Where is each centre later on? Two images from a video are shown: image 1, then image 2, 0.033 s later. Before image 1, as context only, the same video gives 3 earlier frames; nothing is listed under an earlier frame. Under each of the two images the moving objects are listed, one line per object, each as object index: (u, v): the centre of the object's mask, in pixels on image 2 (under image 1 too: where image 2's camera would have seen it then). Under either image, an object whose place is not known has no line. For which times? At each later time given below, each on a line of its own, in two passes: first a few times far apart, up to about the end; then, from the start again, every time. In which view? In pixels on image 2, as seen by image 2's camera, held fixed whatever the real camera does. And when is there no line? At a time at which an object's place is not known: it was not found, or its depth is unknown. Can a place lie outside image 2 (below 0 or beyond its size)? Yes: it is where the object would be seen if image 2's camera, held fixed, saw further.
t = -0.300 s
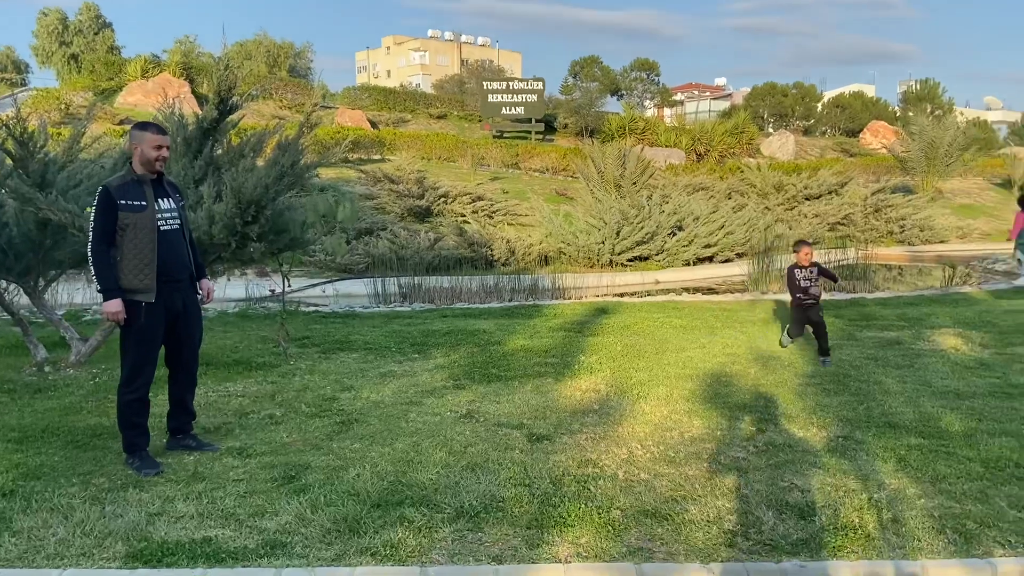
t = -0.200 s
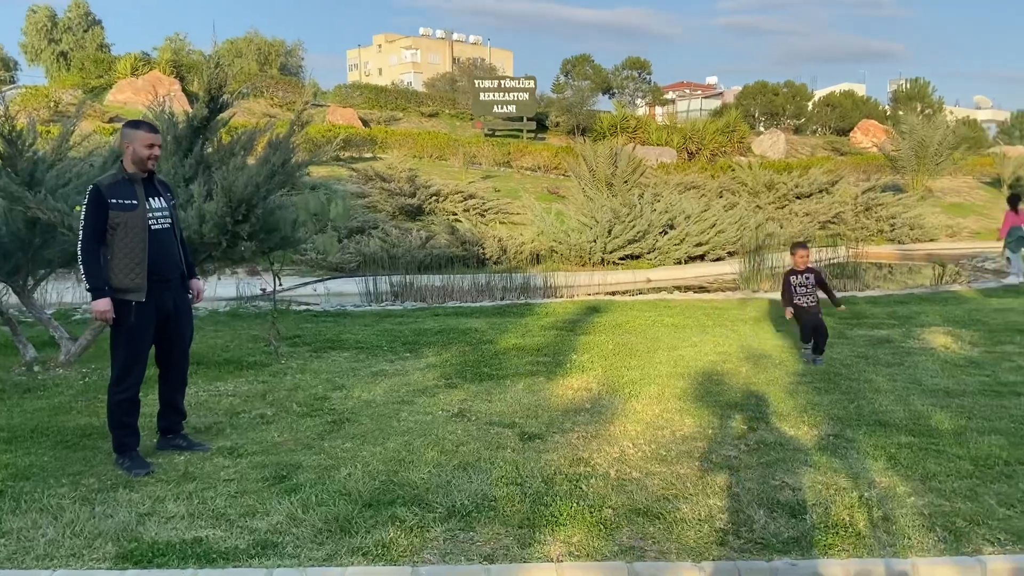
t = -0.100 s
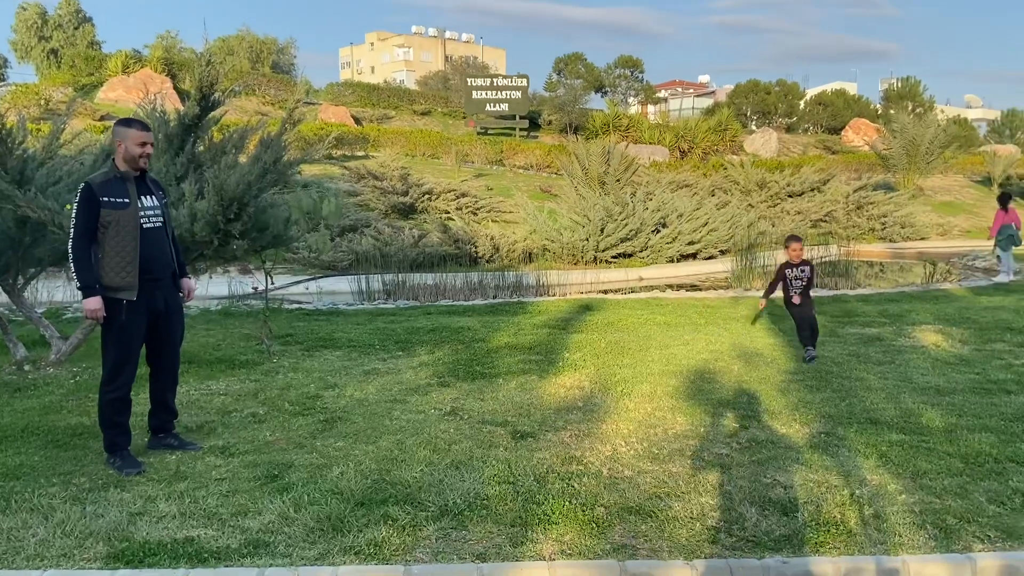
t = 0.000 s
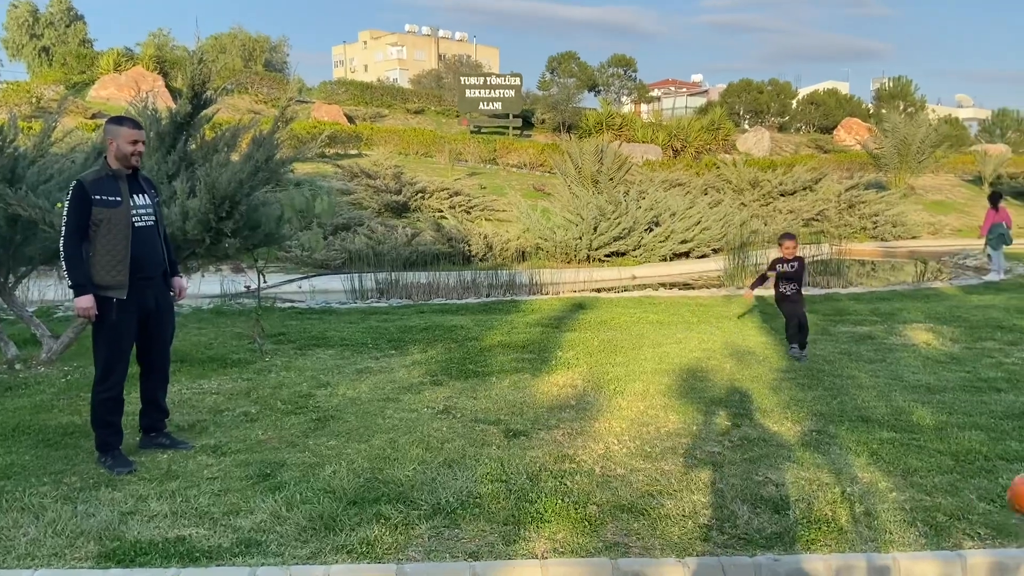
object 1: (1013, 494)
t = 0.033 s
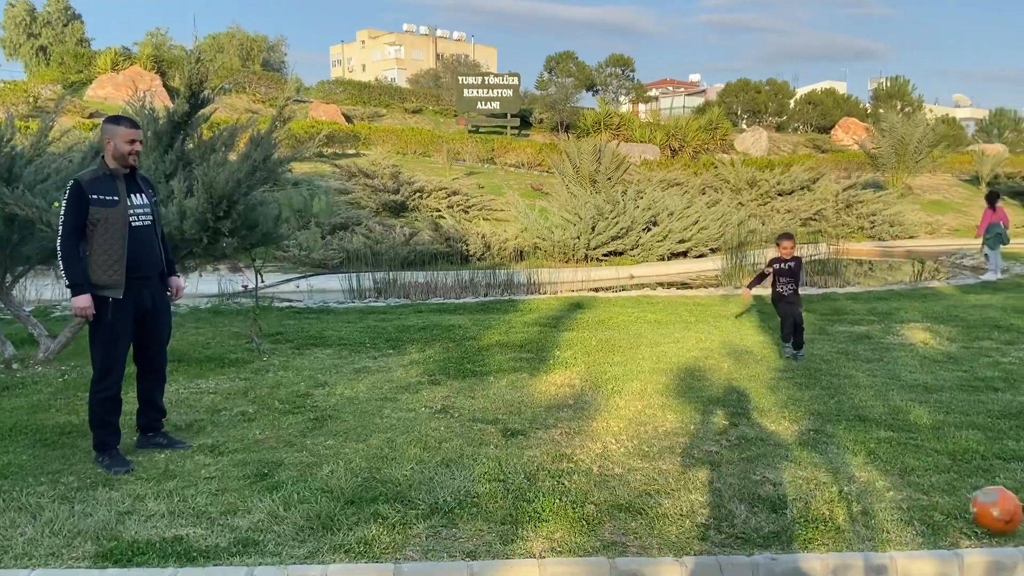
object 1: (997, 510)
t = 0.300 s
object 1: (765, 520)
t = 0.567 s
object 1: (560, 515)
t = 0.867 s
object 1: (356, 523)
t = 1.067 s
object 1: (230, 526)
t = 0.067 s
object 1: (963, 524)
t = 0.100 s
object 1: (934, 519)
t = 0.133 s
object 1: (906, 512)
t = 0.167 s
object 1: (877, 508)
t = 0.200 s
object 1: (848, 507)
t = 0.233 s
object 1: (820, 510)
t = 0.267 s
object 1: (793, 514)
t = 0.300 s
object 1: (765, 520)
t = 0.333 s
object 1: (737, 524)
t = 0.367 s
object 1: (710, 519)
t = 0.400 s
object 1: (685, 517)
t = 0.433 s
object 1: (660, 516)
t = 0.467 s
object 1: (633, 517)
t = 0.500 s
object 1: (607, 521)
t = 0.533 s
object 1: (583, 520)
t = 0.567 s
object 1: (560, 515)
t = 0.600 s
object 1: (537, 512)
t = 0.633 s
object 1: (515, 511)
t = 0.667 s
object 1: (492, 513)
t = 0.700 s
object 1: (468, 519)
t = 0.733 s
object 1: (445, 527)
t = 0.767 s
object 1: (423, 527)
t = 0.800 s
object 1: (401, 523)
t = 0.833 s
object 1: (379, 522)
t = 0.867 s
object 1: (356, 523)
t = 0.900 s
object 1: (334, 527)
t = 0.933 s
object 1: (312, 532)
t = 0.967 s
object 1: (291, 529)
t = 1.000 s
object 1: (270, 525)
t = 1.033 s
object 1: (251, 525)
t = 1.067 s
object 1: (230, 526)
